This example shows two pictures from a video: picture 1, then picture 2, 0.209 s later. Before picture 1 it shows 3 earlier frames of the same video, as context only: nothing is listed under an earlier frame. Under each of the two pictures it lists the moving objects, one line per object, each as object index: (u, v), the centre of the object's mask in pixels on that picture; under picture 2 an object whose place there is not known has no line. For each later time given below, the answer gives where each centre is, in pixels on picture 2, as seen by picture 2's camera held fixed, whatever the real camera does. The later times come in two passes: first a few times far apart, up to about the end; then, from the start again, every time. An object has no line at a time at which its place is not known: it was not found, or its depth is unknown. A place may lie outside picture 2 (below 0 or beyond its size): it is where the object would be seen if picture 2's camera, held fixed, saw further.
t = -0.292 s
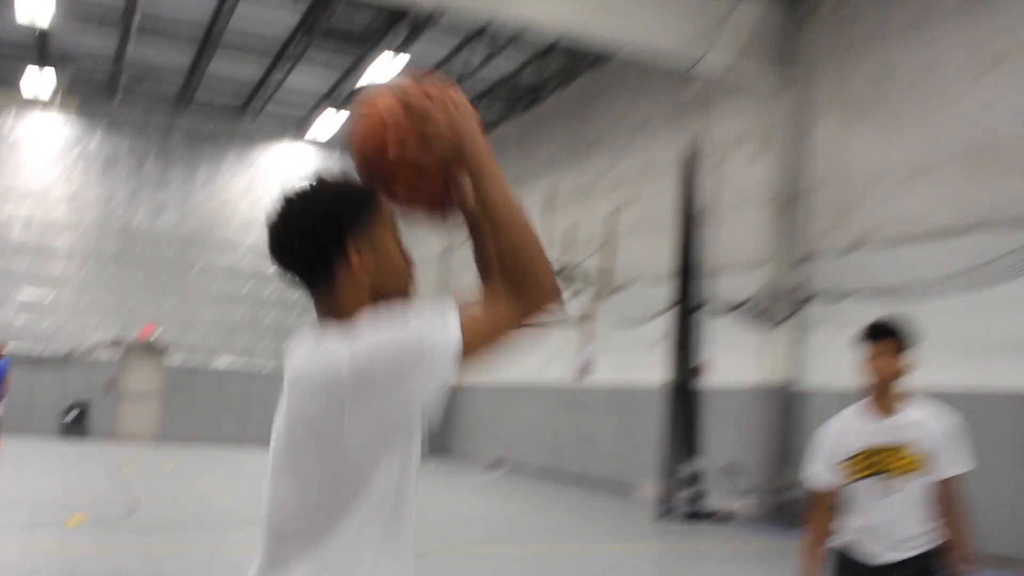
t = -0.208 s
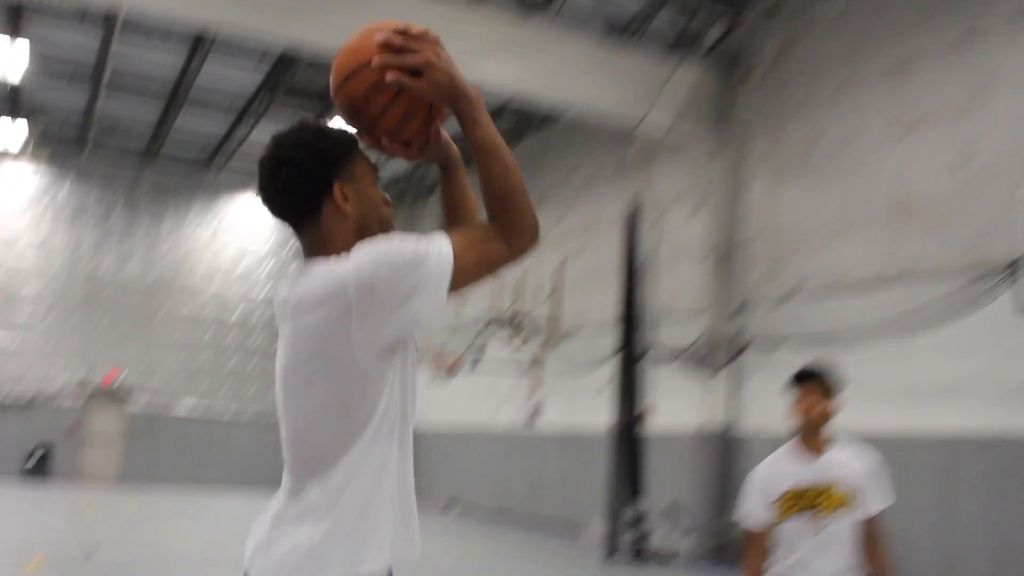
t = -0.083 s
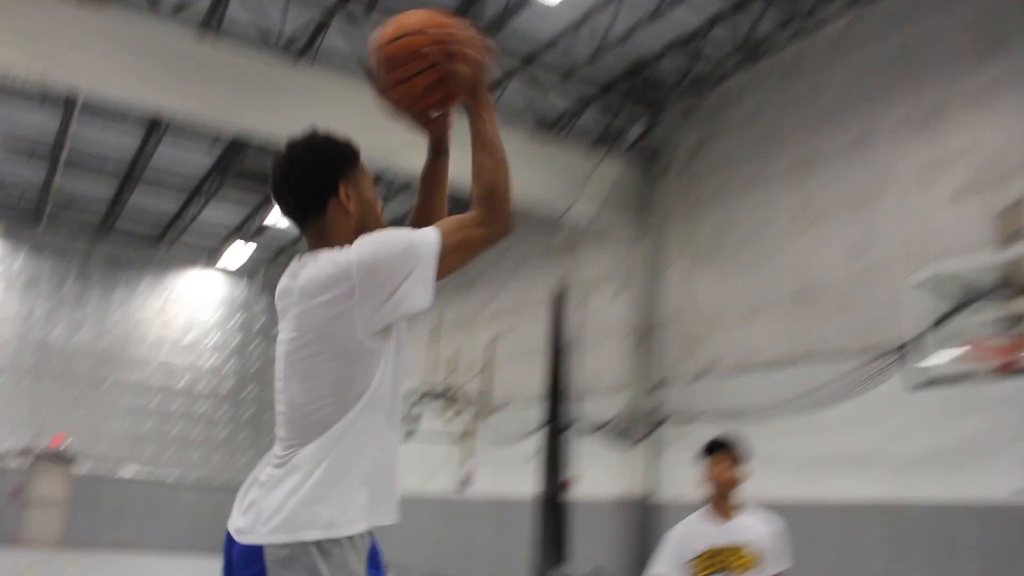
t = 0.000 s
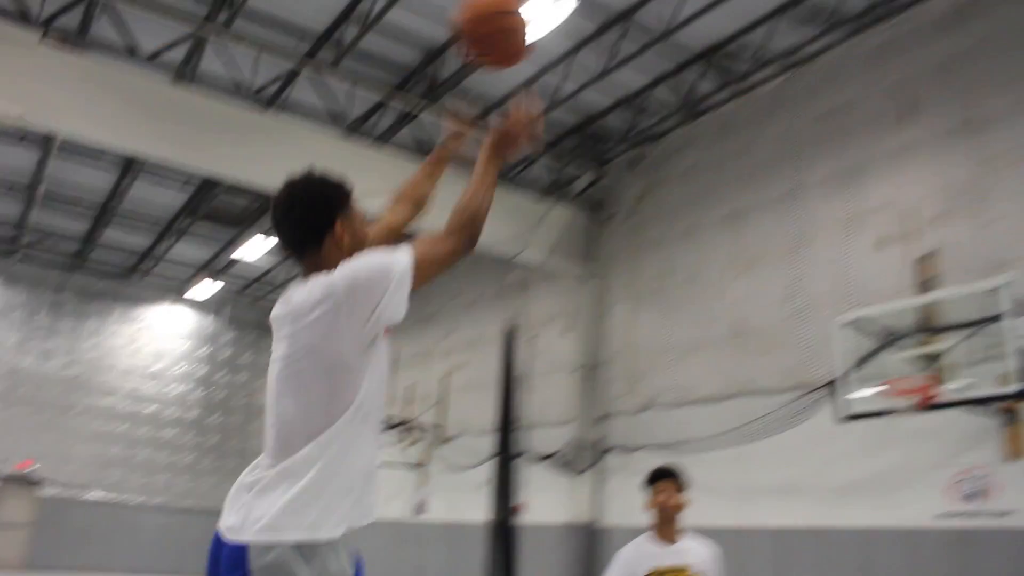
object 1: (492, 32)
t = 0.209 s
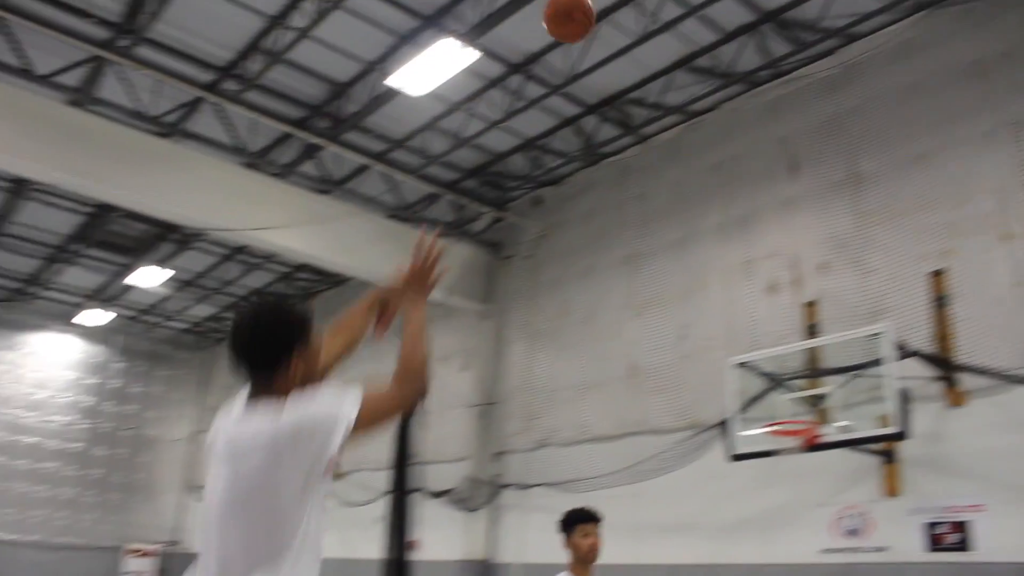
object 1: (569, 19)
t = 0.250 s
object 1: (591, 17)
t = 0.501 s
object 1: (682, 65)
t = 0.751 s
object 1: (736, 162)
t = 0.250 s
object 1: (591, 17)
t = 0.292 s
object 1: (611, 20)
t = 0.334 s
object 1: (629, 24)
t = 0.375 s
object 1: (644, 32)
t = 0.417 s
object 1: (659, 41)
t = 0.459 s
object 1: (671, 53)
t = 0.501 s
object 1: (682, 65)
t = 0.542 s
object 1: (691, 79)
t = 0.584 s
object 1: (699, 94)
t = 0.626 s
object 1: (710, 110)
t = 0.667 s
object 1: (719, 125)
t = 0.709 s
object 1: (728, 143)
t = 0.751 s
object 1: (736, 162)
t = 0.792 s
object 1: (744, 181)
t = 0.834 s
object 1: (750, 202)
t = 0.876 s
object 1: (757, 223)
